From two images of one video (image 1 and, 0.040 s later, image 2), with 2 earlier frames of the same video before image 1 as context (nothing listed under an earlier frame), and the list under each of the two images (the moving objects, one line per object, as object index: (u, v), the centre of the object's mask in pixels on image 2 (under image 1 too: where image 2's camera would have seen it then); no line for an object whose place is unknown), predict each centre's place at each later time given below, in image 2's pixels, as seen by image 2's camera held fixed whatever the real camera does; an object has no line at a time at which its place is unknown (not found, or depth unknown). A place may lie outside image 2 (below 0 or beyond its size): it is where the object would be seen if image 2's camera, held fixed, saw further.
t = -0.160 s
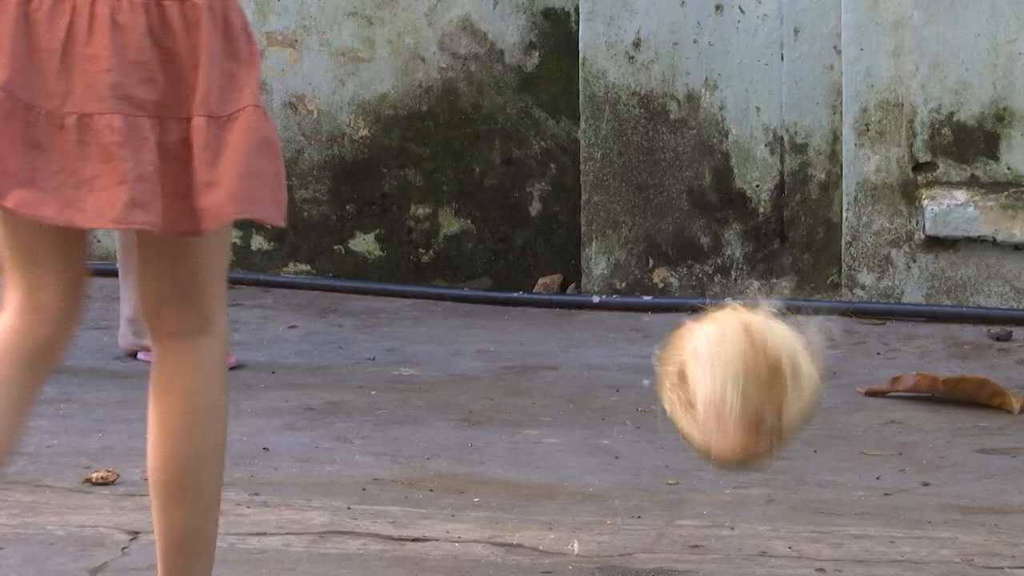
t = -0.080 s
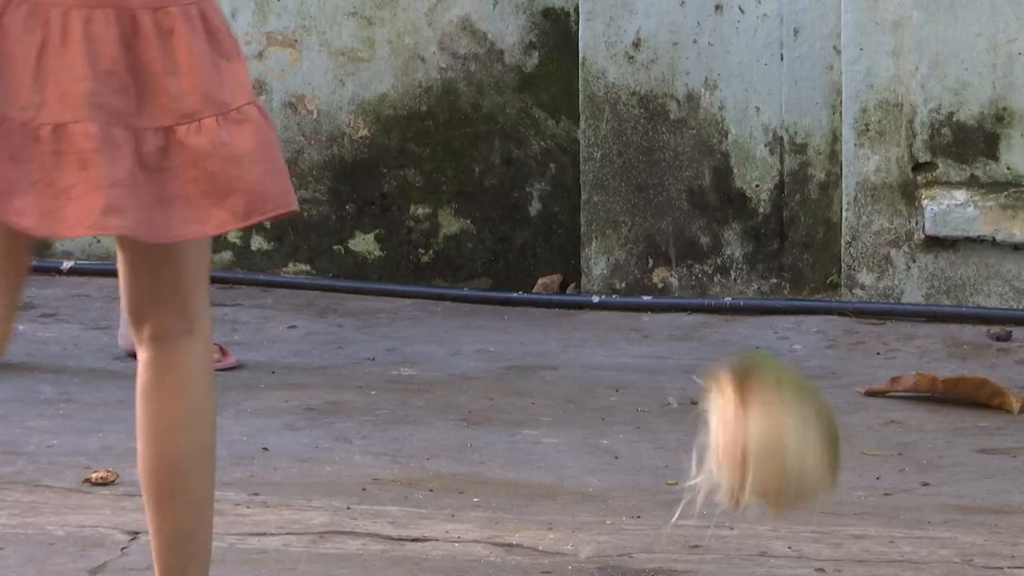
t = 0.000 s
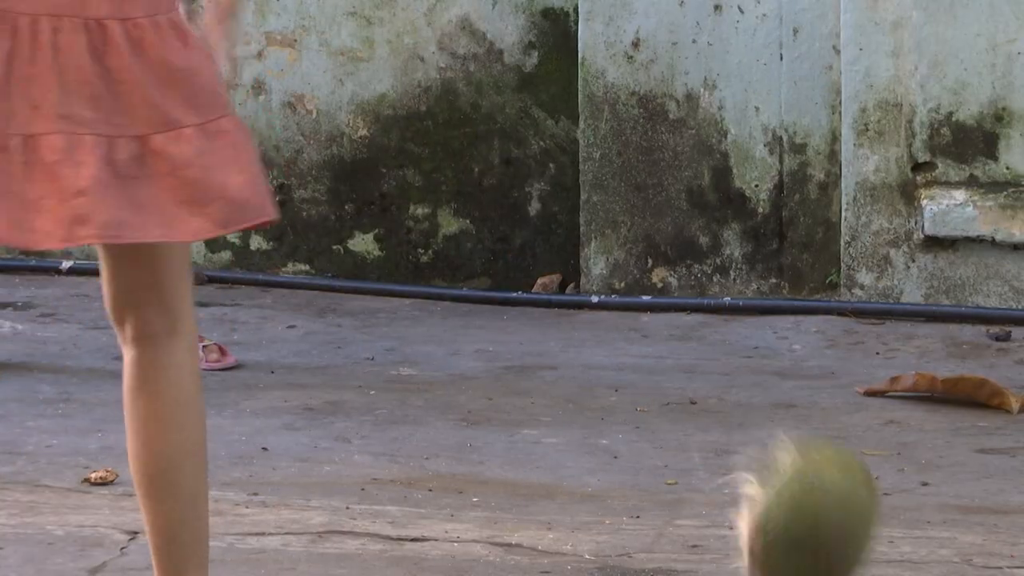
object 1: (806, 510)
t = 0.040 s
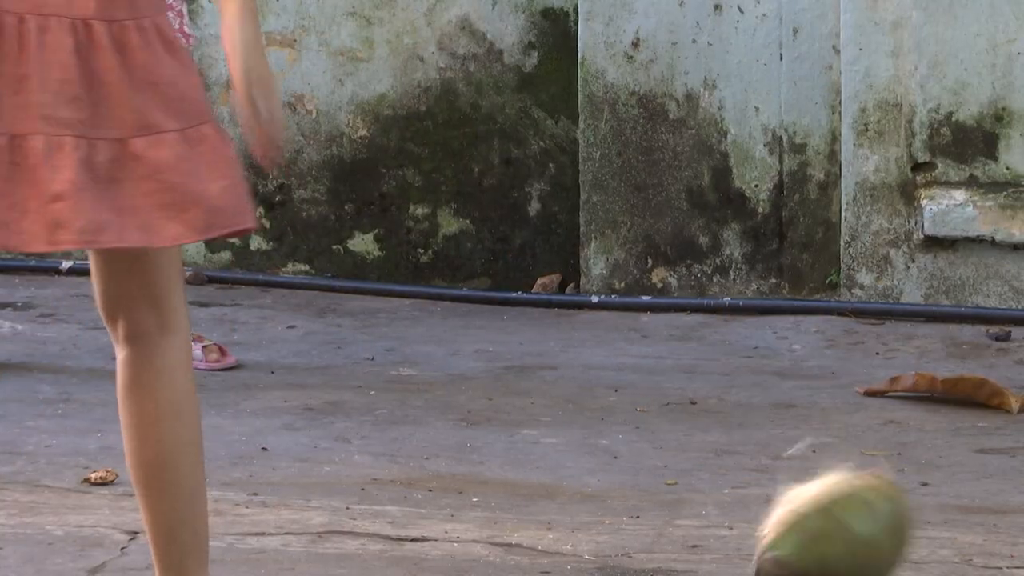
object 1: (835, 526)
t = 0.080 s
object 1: (861, 525)
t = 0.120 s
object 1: (891, 534)
